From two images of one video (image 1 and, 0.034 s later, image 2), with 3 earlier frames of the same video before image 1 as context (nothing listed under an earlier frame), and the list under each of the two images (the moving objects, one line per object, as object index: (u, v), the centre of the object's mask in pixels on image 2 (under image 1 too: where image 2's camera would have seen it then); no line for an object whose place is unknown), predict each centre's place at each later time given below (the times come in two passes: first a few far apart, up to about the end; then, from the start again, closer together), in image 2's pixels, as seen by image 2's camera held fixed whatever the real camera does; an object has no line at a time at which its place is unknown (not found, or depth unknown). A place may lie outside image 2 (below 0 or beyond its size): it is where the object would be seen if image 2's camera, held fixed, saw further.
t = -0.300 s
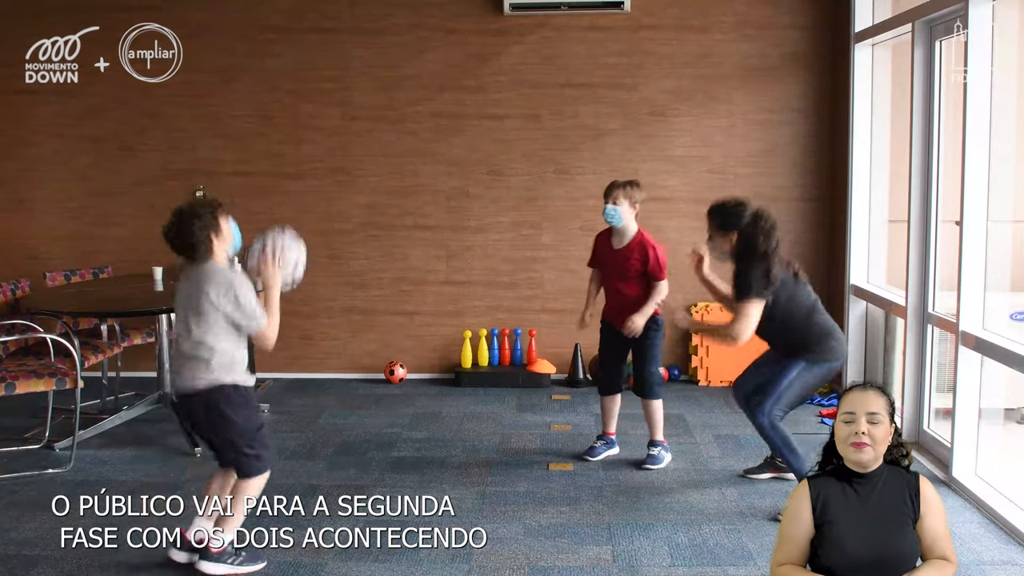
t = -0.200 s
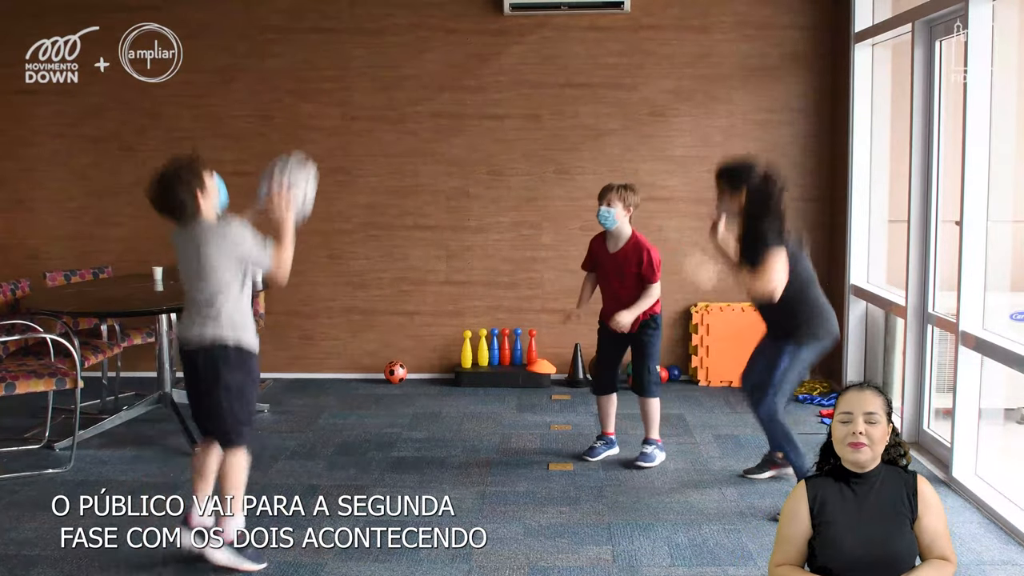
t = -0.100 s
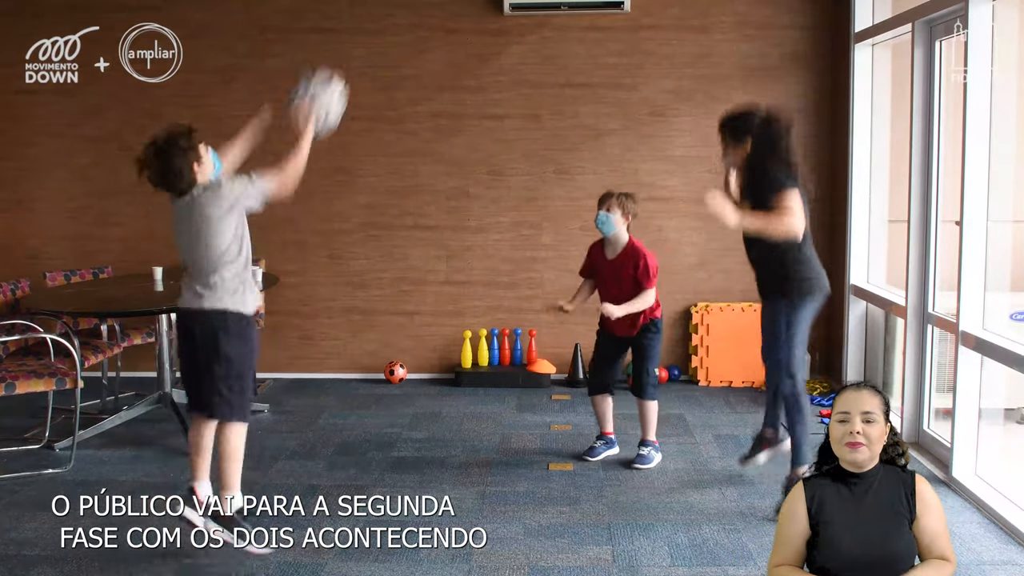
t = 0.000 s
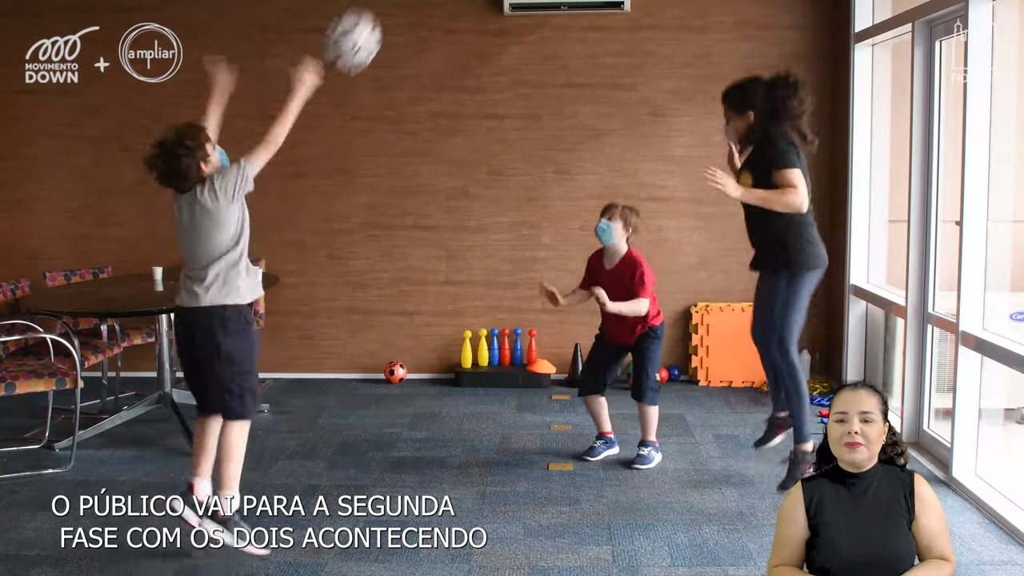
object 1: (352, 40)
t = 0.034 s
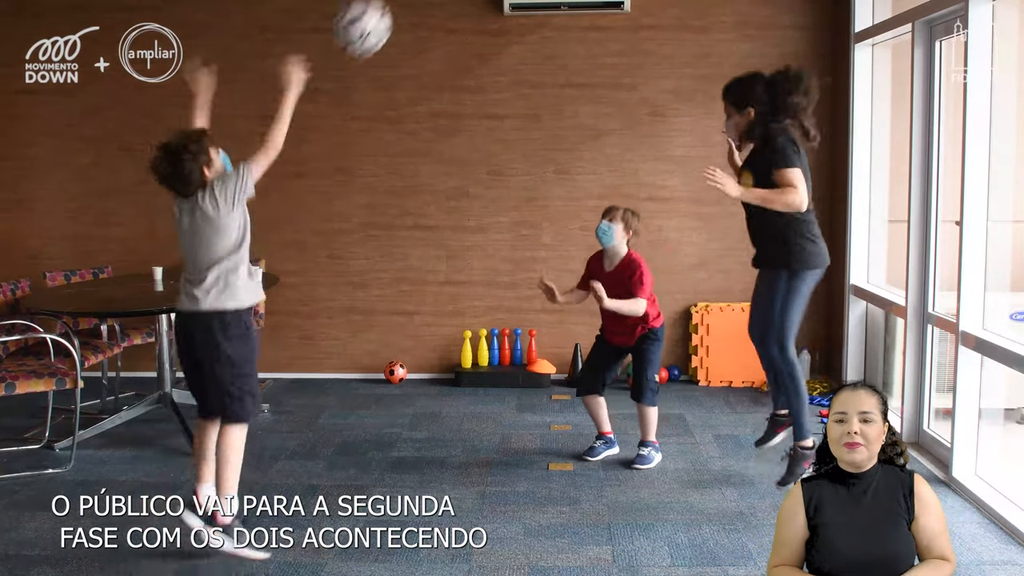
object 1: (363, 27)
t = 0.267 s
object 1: (439, 15)
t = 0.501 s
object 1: (506, 119)
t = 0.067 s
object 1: (373, 20)
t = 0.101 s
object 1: (386, 15)
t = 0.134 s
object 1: (396, 12)
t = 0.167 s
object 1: (406, 11)
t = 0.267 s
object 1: (439, 15)
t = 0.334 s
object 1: (459, 27)
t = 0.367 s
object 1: (469, 39)
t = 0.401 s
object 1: (478, 56)
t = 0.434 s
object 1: (488, 75)
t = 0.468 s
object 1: (497, 95)
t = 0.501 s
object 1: (506, 119)
